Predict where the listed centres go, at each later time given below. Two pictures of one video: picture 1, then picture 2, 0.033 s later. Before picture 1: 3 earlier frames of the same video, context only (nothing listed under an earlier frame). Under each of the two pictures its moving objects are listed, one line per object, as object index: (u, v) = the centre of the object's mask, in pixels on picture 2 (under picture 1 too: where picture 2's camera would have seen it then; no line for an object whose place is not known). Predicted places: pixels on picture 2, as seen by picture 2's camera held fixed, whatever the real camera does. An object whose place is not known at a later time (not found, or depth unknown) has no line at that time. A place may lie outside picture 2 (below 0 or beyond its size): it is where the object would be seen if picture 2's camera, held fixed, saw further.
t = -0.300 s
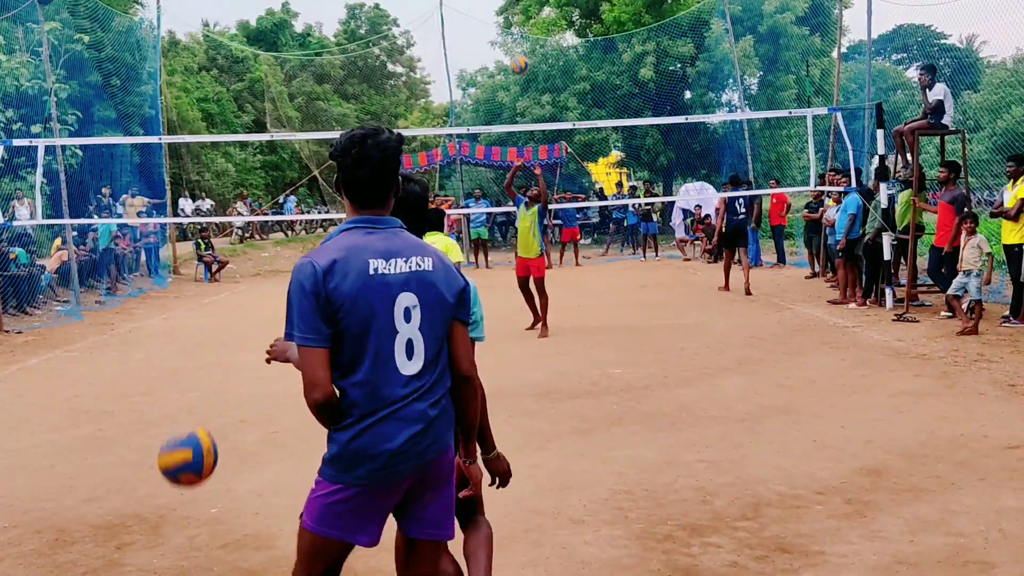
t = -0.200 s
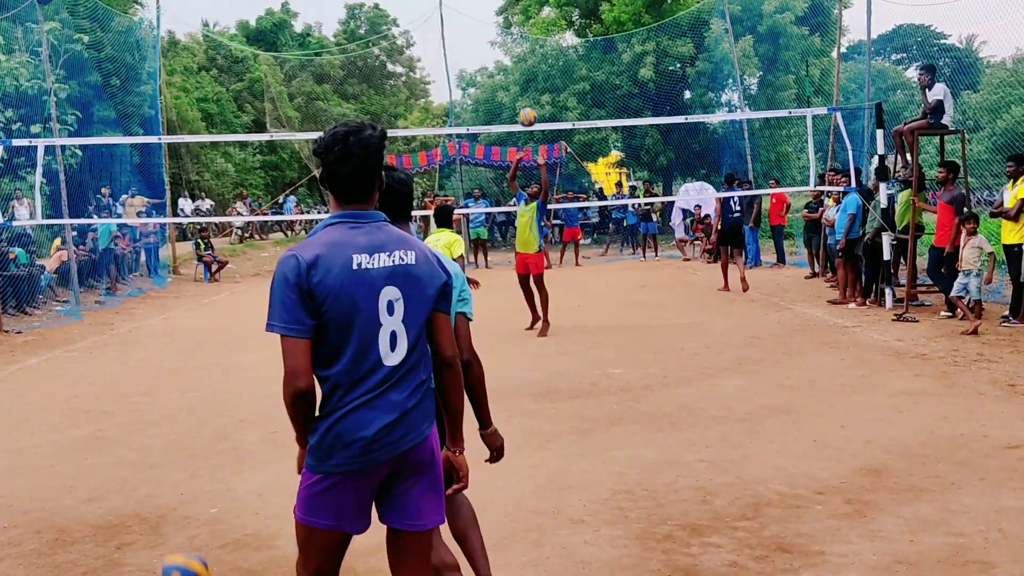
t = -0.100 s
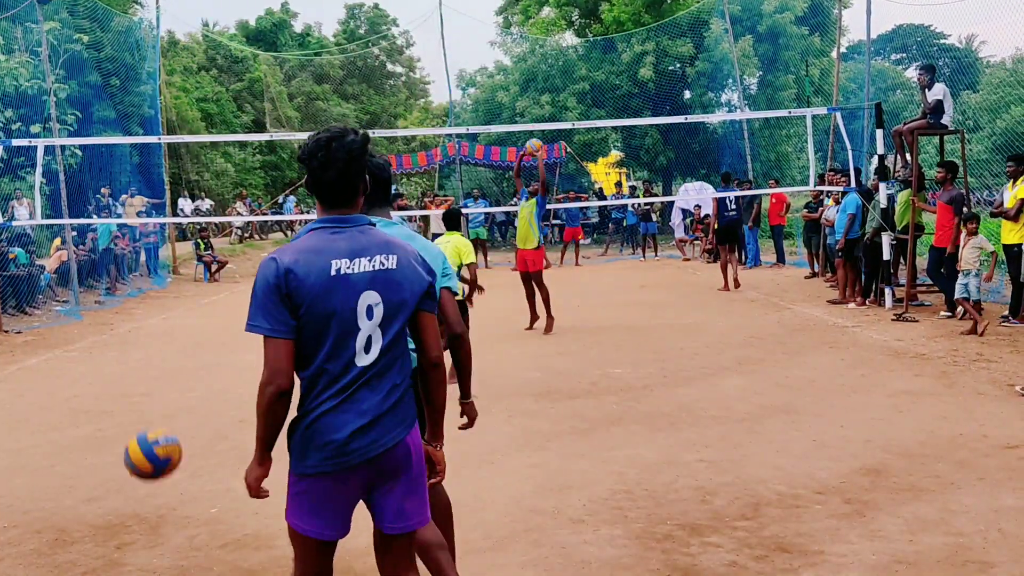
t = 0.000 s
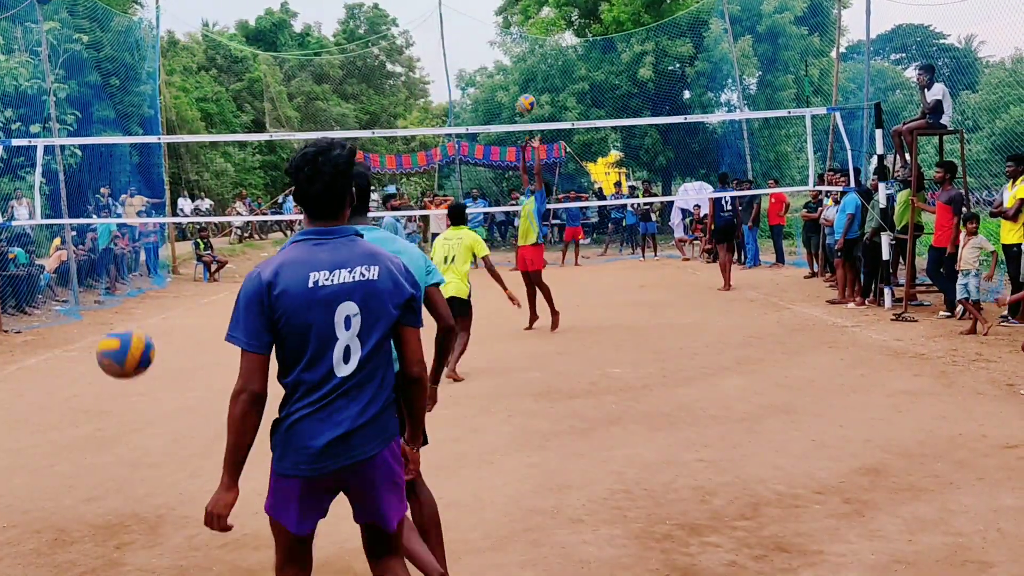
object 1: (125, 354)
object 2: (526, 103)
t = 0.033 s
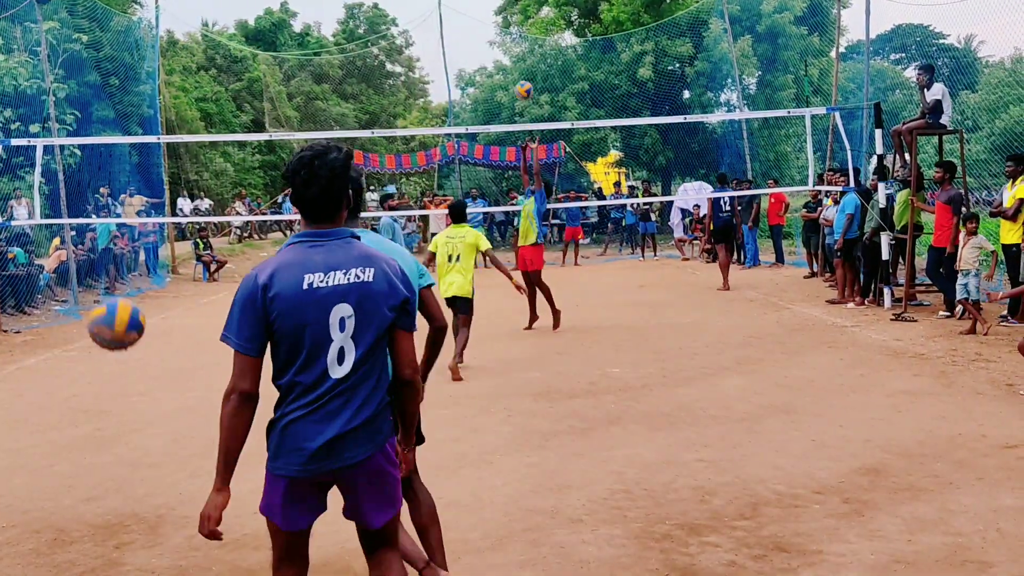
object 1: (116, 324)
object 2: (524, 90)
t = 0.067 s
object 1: (108, 297)
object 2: (521, 77)
